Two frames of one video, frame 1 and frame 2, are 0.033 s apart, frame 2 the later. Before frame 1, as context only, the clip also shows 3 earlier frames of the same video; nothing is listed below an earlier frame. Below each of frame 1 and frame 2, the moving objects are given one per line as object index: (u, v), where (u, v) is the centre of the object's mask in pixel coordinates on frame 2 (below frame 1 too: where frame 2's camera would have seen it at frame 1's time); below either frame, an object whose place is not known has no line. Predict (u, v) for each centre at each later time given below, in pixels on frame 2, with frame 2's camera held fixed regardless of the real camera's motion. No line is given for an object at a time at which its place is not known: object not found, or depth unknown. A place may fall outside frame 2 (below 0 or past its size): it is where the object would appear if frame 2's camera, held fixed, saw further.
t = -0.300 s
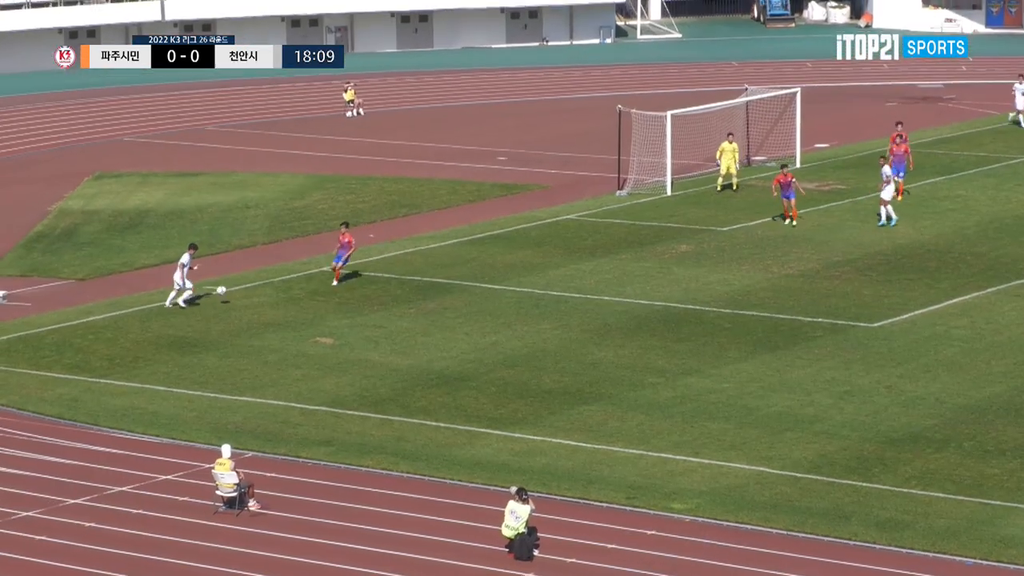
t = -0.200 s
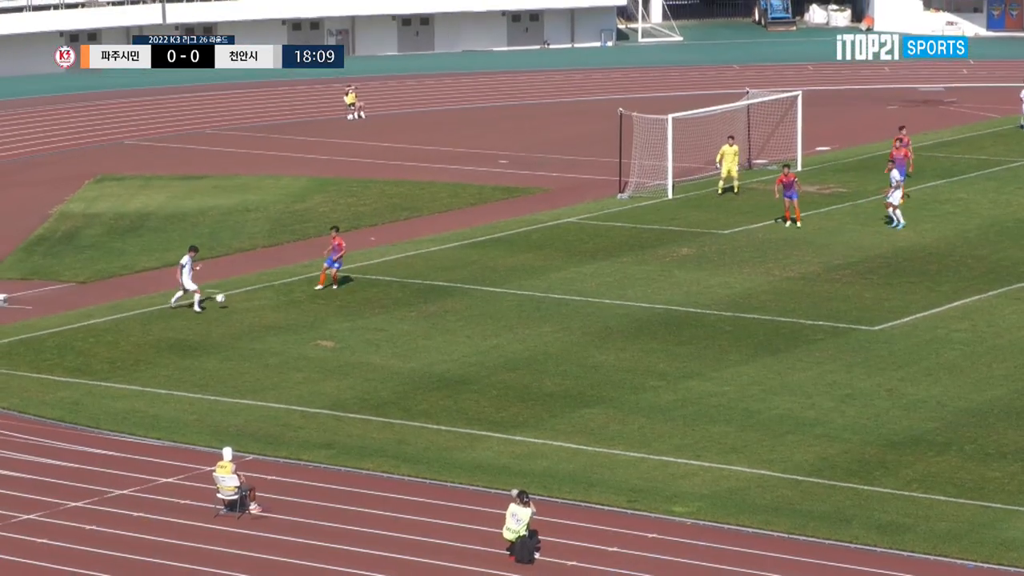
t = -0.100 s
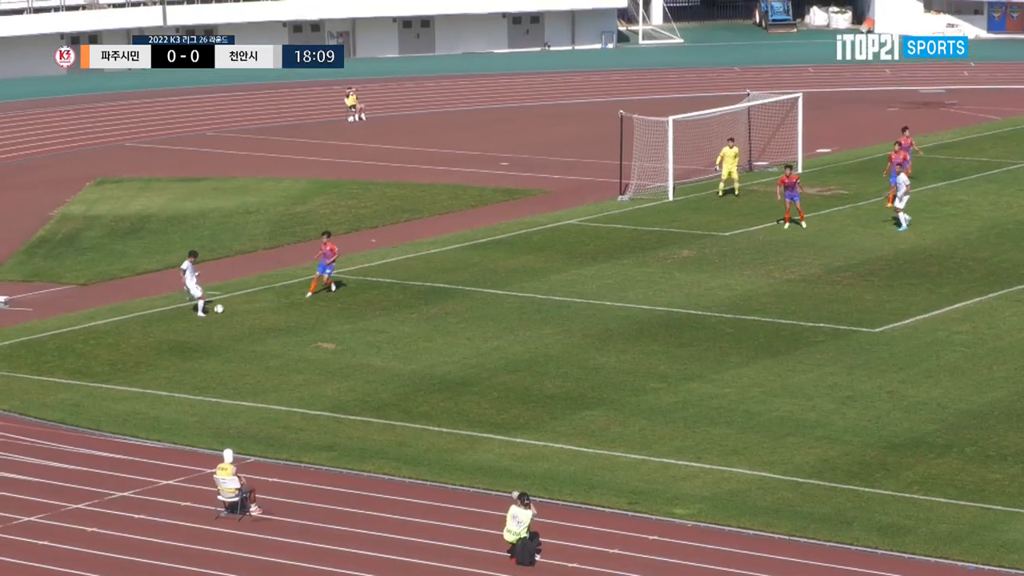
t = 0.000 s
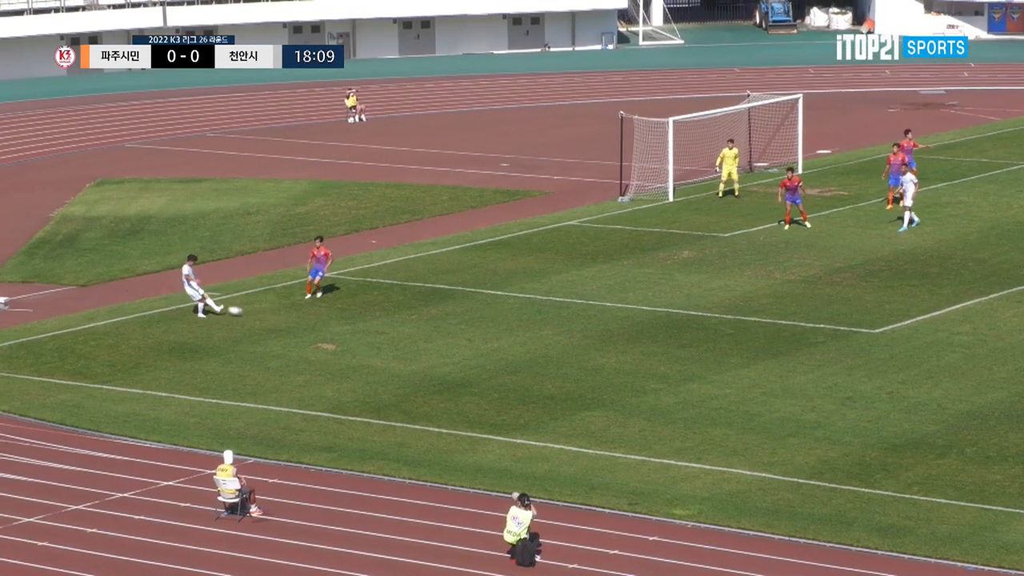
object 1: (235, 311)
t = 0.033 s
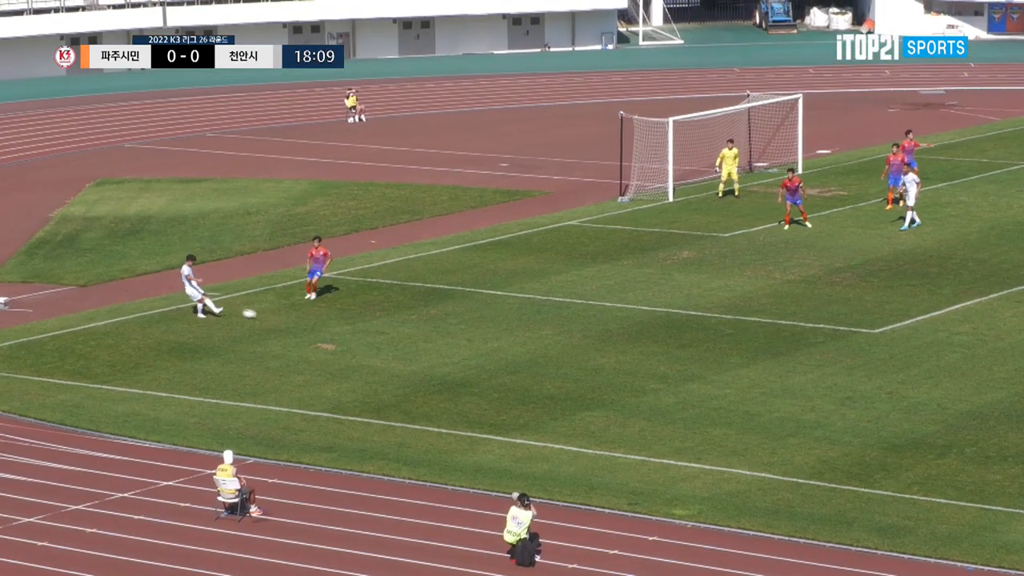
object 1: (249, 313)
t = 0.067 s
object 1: (263, 316)
